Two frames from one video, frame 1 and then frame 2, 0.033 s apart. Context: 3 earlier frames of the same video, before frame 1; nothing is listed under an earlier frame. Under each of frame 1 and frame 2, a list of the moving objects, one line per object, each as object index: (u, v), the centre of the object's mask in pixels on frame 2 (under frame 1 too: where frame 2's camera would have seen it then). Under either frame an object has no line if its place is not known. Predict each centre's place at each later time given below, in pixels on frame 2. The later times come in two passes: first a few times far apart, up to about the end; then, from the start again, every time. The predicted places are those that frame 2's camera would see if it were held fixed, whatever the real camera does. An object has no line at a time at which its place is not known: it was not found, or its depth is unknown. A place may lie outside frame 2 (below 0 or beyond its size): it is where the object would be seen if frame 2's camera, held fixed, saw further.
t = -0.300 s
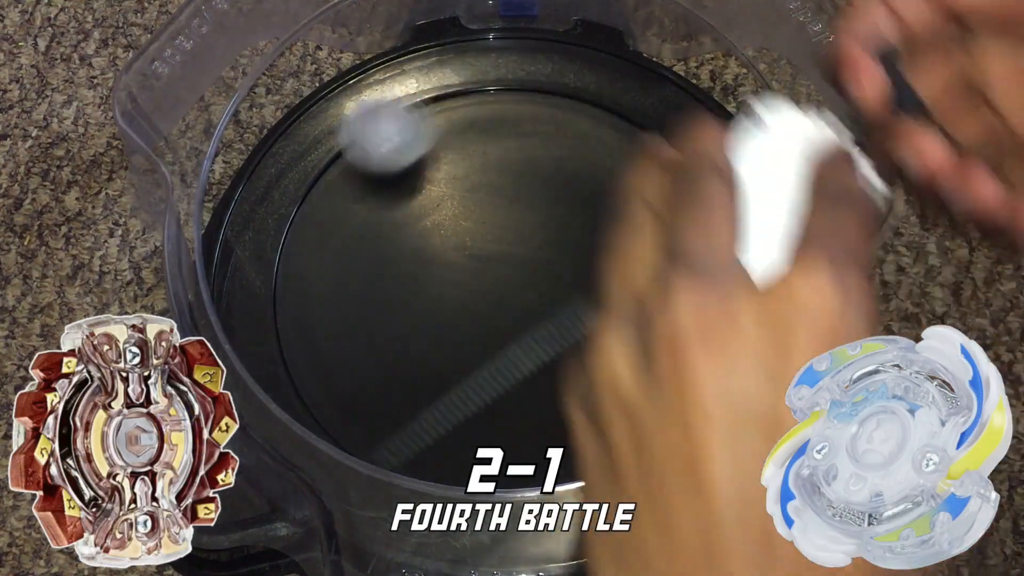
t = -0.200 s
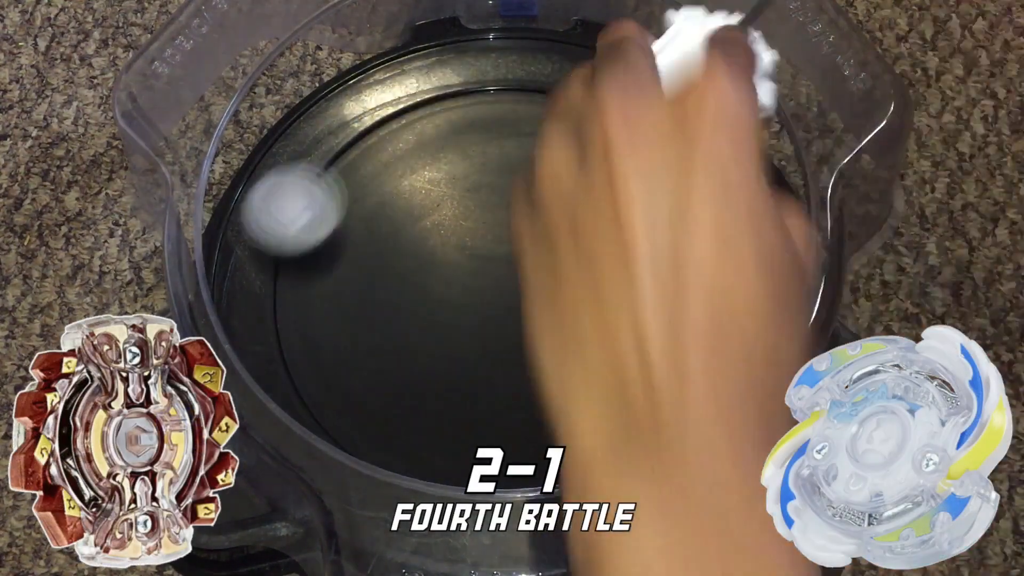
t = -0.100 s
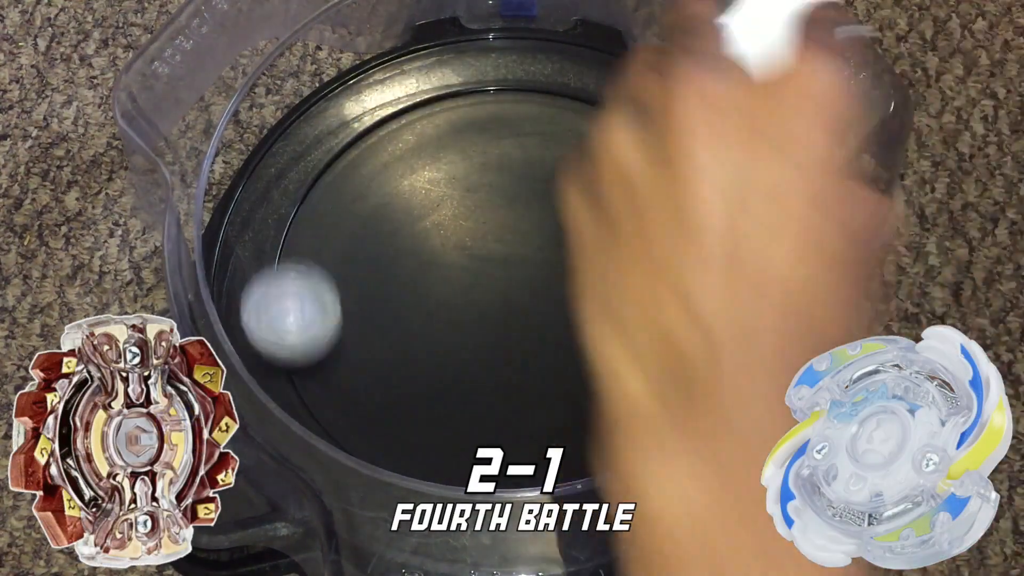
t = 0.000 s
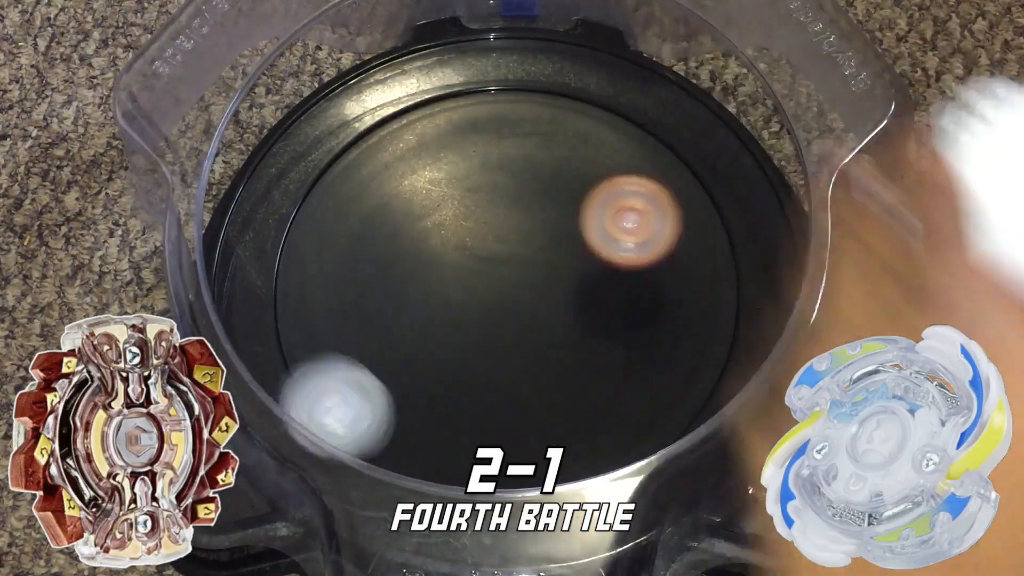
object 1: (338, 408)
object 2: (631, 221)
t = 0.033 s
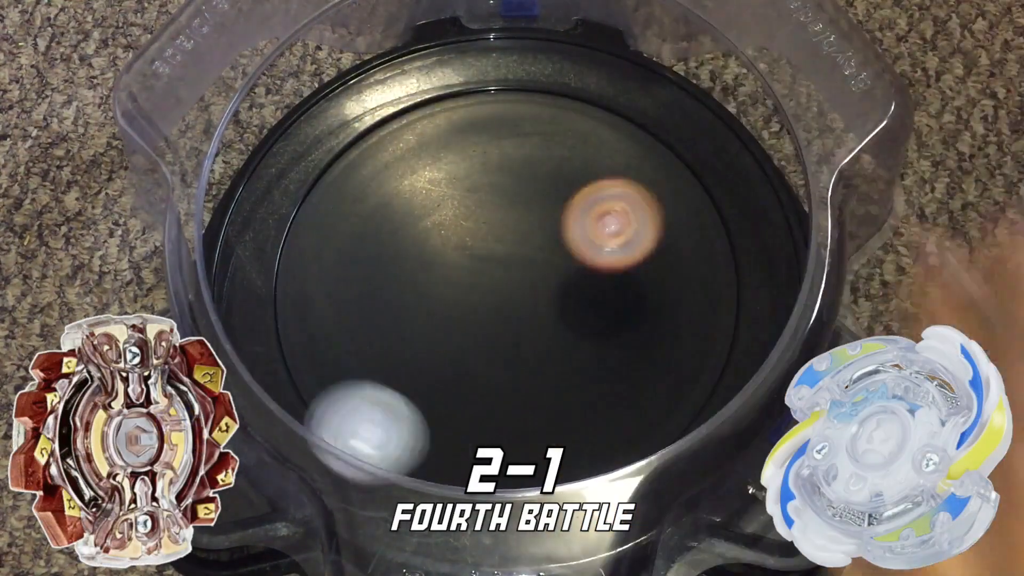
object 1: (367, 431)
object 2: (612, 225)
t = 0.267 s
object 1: (650, 365)
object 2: (461, 281)
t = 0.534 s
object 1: (613, 102)
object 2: (427, 339)
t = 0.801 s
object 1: (334, 149)
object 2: (603, 372)
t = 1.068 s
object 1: (371, 379)
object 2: (691, 254)
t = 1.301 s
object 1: (659, 381)
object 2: (554, 231)
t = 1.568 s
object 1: (646, 135)
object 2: (435, 394)
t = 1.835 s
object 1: (420, 107)
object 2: (590, 438)
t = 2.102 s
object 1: (343, 332)
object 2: (592, 280)
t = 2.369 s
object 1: (609, 440)
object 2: (359, 261)
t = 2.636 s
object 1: (713, 203)
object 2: (380, 414)
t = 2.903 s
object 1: (504, 101)
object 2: (556, 334)
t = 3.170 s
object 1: (312, 222)
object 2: (448, 163)
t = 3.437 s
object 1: (405, 446)
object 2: (303, 214)
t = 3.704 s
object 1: (677, 347)
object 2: (379, 329)
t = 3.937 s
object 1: (616, 129)
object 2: (575, 302)
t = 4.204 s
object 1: (405, 98)
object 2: (579, 123)
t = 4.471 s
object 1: (300, 271)
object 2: (505, 93)
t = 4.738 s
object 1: (482, 421)
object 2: (436, 175)
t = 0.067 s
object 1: (407, 440)
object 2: (593, 237)
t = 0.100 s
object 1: (440, 444)
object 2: (573, 256)
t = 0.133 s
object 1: (488, 446)
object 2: (550, 254)
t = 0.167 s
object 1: (543, 436)
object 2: (527, 258)
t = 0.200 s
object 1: (583, 423)
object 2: (504, 269)
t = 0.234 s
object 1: (619, 397)
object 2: (482, 272)
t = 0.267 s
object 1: (650, 365)
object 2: (461, 281)
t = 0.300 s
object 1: (674, 328)
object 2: (443, 287)
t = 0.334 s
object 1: (690, 288)
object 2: (428, 294)
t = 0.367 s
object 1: (699, 248)
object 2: (417, 300)
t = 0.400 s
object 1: (699, 209)
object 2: (411, 307)
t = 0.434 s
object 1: (692, 172)
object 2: (408, 315)
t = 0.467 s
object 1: (678, 139)
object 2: (410, 323)
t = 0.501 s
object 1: (651, 116)
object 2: (416, 331)
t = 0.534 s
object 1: (613, 102)
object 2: (427, 339)
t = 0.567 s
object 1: (576, 90)
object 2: (440, 348)
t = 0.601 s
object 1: (537, 79)
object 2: (457, 355)
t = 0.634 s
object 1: (502, 74)
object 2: (477, 362)
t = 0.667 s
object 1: (466, 85)
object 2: (499, 368)
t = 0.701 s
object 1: (432, 97)
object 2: (523, 372)
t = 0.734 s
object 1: (391, 113)
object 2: (548, 375)
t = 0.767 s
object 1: (356, 129)
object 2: (575, 375)
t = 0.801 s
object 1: (334, 149)
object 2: (603, 372)
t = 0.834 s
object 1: (319, 174)
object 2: (631, 366)
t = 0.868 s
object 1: (306, 202)
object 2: (659, 357)
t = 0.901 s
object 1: (300, 232)
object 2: (687, 345)
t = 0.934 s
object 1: (301, 262)
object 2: (713, 330)
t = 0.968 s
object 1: (309, 295)
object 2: (727, 313)
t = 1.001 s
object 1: (322, 325)
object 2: (716, 293)
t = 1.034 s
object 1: (342, 353)
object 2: (704, 272)
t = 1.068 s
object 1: (371, 379)
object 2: (691, 254)
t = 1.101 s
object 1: (407, 402)
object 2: (678, 240)
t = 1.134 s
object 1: (446, 415)
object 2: (664, 229)
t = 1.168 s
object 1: (491, 420)
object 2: (648, 222)
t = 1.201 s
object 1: (539, 420)
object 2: (629, 219)
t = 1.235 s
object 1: (585, 416)
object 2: (607, 219)
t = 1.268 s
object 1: (625, 403)
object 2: (581, 223)
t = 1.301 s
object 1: (659, 381)
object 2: (554, 231)
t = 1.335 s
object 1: (691, 354)
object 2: (528, 243)
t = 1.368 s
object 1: (714, 324)
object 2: (503, 259)
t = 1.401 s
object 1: (730, 291)
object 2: (481, 279)
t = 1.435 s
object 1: (736, 256)
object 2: (462, 301)
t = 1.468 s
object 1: (717, 225)
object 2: (448, 324)
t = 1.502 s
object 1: (694, 193)
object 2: (439, 347)
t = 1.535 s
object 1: (670, 163)
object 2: (434, 371)
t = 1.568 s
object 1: (646, 135)
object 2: (435, 394)
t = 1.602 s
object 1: (621, 111)
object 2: (440, 414)
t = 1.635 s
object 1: (596, 93)
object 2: (449, 430)
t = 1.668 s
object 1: (568, 81)
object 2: (464, 440)
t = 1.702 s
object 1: (539, 77)
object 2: (486, 446)
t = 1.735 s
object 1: (508, 78)
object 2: (511, 452)
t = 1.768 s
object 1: (479, 82)
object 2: (544, 458)
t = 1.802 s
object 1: (449, 92)
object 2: (568, 449)
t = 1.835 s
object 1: (420, 107)
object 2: (590, 438)
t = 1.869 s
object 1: (390, 128)
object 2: (610, 425)
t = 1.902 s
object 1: (368, 150)
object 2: (626, 410)
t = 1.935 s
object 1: (351, 173)
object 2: (637, 391)
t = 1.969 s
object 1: (339, 201)
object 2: (640, 370)
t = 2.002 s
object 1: (332, 230)
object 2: (637, 348)
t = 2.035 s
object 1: (330, 262)
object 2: (628, 324)
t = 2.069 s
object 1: (333, 296)
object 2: (613, 300)
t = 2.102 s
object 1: (343, 332)
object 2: (592, 280)
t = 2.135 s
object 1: (360, 368)
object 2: (566, 261)
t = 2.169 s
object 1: (383, 400)
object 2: (537, 247)
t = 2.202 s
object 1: (412, 427)
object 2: (505, 239)
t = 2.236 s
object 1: (439, 440)
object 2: (473, 235)
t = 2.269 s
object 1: (478, 446)
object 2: (441, 235)
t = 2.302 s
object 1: (532, 452)
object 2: (410, 240)
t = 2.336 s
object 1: (571, 452)
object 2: (383, 249)
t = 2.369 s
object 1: (609, 440)
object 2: (359, 261)
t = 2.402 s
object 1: (642, 420)
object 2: (339, 278)
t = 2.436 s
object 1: (674, 395)
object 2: (320, 299)
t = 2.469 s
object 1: (702, 366)
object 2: (305, 321)
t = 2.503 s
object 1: (722, 335)
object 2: (296, 346)
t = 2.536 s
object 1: (733, 302)
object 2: (304, 367)
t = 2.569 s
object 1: (731, 268)
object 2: (330, 386)
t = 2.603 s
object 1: (725, 234)
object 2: (354, 401)
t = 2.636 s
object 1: (713, 203)
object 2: (380, 414)
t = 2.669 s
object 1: (695, 176)
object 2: (405, 423)
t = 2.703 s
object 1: (673, 152)
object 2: (429, 427)
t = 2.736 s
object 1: (648, 133)
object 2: (453, 424)
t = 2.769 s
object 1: (621, 119)
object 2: (481, 415)
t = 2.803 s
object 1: (592, 108)
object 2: (508, 404)
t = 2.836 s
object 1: (562, 102)
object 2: (529, 385)
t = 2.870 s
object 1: (533, 100)
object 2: (546, 361)
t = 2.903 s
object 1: (504, 101)
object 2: (556, 334)
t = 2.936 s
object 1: (475, 105)
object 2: (560, 306)
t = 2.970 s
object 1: (445, 111)
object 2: (558, 277)
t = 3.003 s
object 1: (416, 123)
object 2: (550, 250)
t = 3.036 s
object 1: (387, 137)
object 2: (536, 226)
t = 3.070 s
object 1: (362, 154)
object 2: (518, 205)
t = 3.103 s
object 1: (343, 173)
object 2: (497, 187)
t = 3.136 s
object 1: (325, 196)
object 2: (473, 173)
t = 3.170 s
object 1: (312, 222)
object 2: (448, 163)
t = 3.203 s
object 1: (303, 252)
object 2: (418, 156)
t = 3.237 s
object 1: (300, 283)
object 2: (392, 152)
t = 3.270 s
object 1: (301, 314)
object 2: (369, 151)
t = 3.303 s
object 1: (309, 346)
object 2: (344, 154)
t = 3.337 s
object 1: (324, 377)
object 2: (326, 160)
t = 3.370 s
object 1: (346, 403)
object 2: (311, 174)
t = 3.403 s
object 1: (374, 428)
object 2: (307, 195)
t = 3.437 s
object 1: (405, 446)
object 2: (303, 214)
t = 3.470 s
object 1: (433, 455)
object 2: (302, 231)
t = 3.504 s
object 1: (473, 447)
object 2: (304, 247)
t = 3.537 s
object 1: (526, 450)
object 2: (309, 262)
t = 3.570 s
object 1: (564, 443)
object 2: (316, 275)
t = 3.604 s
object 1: (598, 431)
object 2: (326, 288)
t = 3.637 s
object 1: (632, 411)
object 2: (341, 302)
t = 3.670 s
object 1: (658, 381)
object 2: (357, 316)
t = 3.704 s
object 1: (677, 347)
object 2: (379, 329)
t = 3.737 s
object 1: (689, 308)
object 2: (404, 341)
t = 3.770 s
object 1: (689, 271)
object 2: (434, 348)
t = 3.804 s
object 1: (685, 235)
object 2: (464, 351)
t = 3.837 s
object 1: (674, 200)
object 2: (495, 345)
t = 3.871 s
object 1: (657, 172)
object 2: (525, 335)
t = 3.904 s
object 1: (638, 147)
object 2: (553, 321)
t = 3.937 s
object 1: (616, 129)
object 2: (575, 302)
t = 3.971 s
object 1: (593, 113)
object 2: (593, 279)
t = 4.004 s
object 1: (568, 102)
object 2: (606, 255)
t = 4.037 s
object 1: (541, 92)
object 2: (612, 230)
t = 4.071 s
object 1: (516, 86)
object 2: (613, 205)
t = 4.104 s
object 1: (488, 83)
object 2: (607, 181)
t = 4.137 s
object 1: (462, 84)
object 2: (599, 158)
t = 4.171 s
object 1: (435, 88)
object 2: (588, 138)
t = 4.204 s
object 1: (405, 98)
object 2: (579, 123)
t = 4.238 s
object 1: (378, 113)
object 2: (570, 112)
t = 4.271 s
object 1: (353, 132)
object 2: (562, 103)
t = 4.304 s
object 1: (336, 151)
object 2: (554, 96)
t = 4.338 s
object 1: (321, 169)
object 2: (545, 93)
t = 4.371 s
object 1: (309, 196)
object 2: (535, 90)
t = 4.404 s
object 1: (302, 219)
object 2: (525, 90)
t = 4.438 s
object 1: (298, 244)
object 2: (515, 90)
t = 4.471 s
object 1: (300, 271)
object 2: (505, 93)
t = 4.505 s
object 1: (306, 298)
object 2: (495, 97)
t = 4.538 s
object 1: (316, 325)
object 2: (486, 102)
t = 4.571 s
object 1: (332, 350)
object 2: (479, 109)
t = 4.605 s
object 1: (351, 374)
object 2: (471, 118)
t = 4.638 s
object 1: (377, 395)
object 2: (464, 128)
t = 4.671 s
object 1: (408, 410)
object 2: (455, 140)
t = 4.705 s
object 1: (440, 421)
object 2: (446, 156)
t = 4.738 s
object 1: (482, 421)
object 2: (436, 175)
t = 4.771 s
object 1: (525, 418)
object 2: (428, 196)
